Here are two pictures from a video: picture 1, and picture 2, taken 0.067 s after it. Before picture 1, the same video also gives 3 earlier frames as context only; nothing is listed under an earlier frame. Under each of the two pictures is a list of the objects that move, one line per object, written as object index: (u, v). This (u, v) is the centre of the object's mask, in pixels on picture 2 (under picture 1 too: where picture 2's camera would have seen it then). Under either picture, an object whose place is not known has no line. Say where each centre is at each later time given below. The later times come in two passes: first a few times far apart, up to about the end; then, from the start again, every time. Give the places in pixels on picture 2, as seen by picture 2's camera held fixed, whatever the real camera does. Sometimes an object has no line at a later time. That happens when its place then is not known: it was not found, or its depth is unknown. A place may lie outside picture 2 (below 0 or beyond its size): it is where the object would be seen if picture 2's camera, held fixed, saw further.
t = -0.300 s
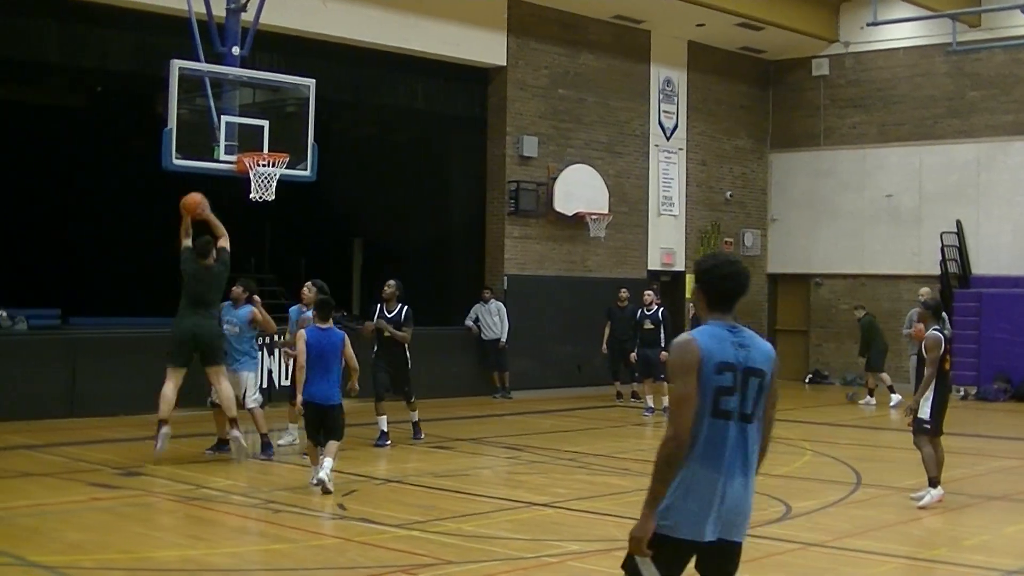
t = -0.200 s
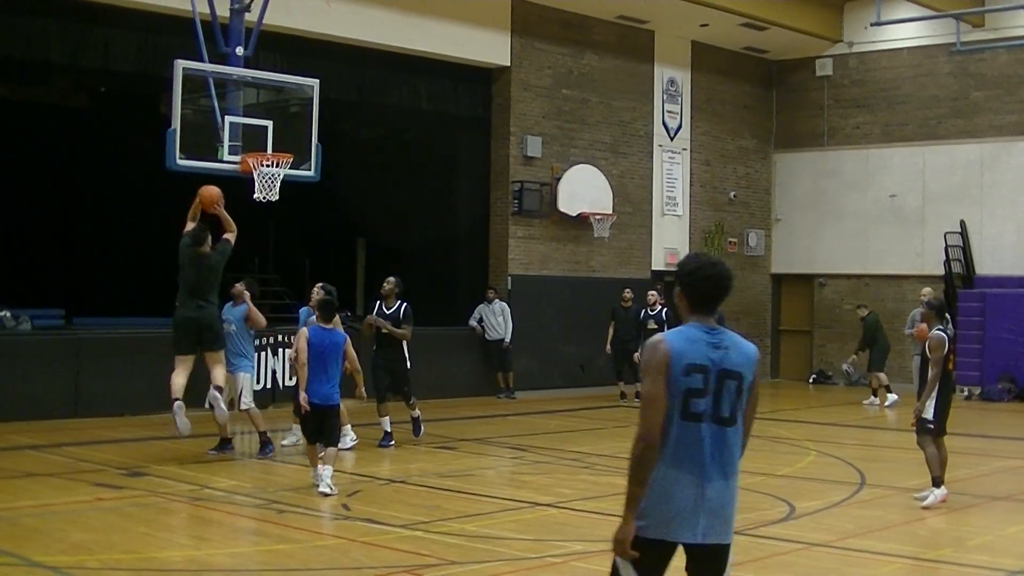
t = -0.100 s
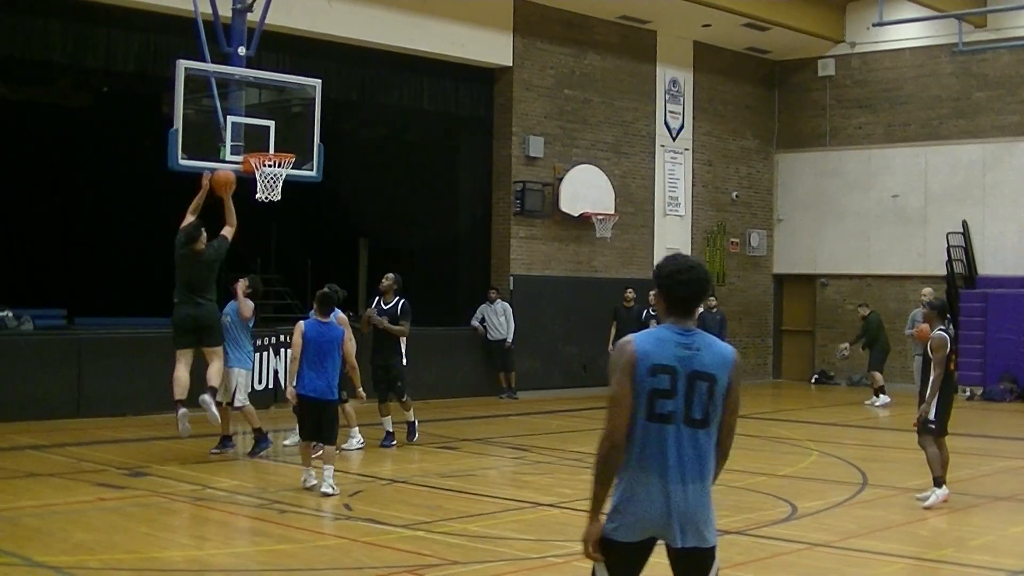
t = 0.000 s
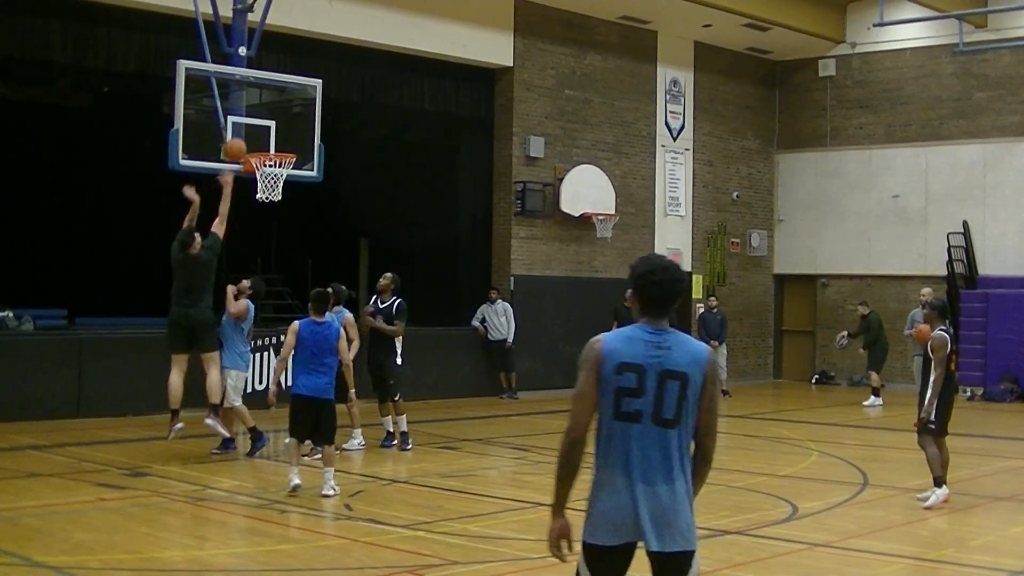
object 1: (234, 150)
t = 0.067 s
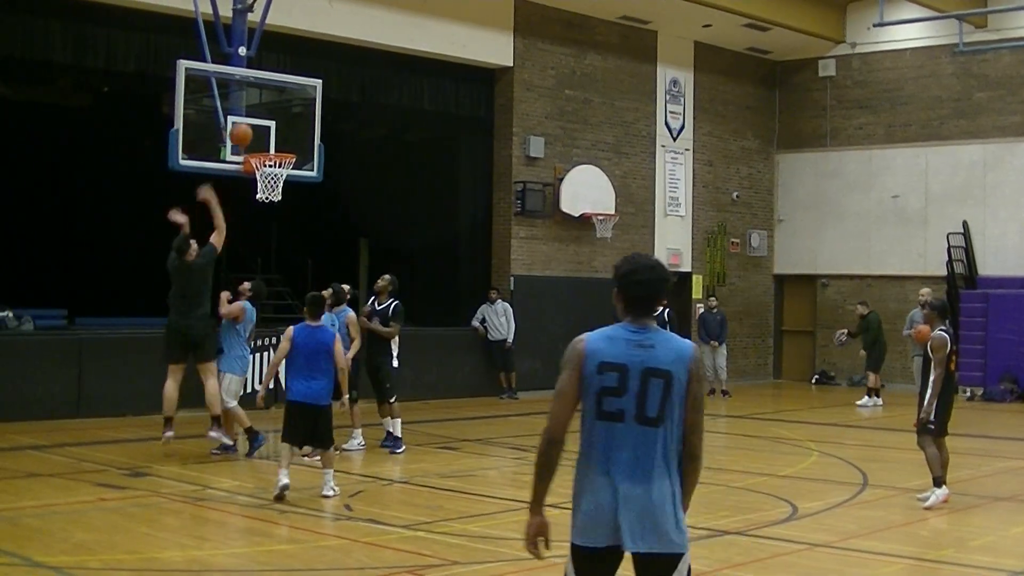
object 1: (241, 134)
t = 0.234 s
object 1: (254, 115)
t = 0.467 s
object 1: (286, 135)
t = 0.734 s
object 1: (321, 144)
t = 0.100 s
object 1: (243, 129)
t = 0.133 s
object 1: (246, 124)
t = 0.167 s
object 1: (249, 119)
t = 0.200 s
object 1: (251, 117)
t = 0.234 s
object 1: (254, 115)
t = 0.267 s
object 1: (257, 114)
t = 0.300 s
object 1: (260, 115)
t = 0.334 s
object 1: (265, 117)
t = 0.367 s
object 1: (271, 120)
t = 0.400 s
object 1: (276, 124)
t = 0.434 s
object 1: (281, 129)
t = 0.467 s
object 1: (286, 135)
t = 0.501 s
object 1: (290, 142)
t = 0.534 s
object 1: (295, 145)
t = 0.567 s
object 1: (299, 143)
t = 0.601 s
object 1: (303, 141)
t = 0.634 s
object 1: (307, 140)
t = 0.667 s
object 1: (312, 141)
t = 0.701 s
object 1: (316, 142)
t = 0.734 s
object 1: (321, 144)
